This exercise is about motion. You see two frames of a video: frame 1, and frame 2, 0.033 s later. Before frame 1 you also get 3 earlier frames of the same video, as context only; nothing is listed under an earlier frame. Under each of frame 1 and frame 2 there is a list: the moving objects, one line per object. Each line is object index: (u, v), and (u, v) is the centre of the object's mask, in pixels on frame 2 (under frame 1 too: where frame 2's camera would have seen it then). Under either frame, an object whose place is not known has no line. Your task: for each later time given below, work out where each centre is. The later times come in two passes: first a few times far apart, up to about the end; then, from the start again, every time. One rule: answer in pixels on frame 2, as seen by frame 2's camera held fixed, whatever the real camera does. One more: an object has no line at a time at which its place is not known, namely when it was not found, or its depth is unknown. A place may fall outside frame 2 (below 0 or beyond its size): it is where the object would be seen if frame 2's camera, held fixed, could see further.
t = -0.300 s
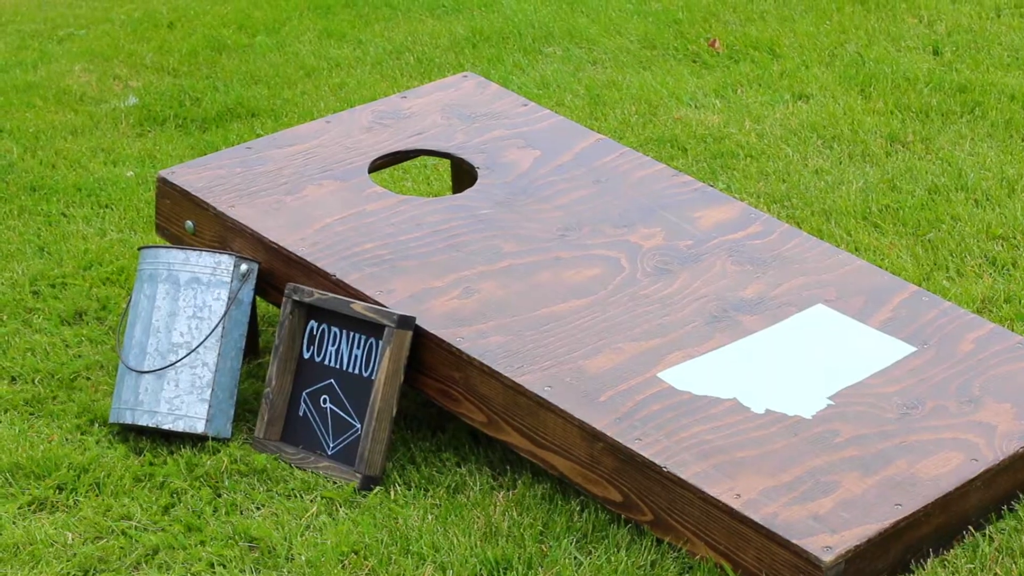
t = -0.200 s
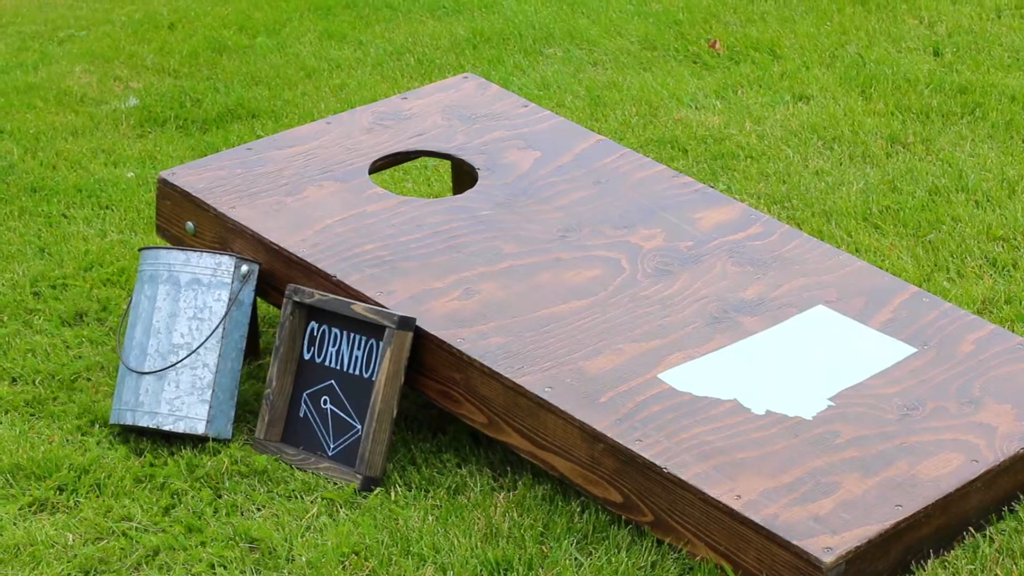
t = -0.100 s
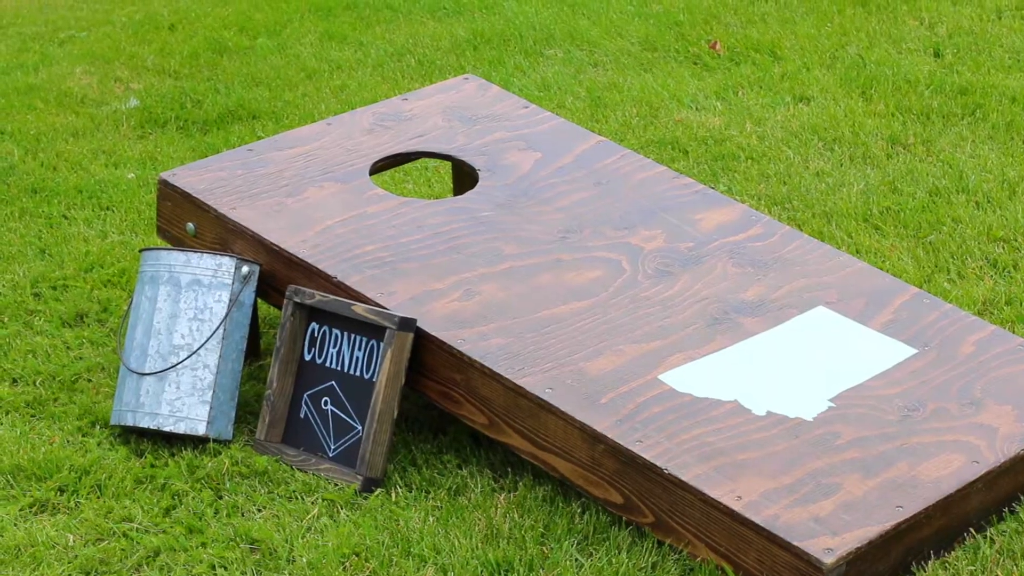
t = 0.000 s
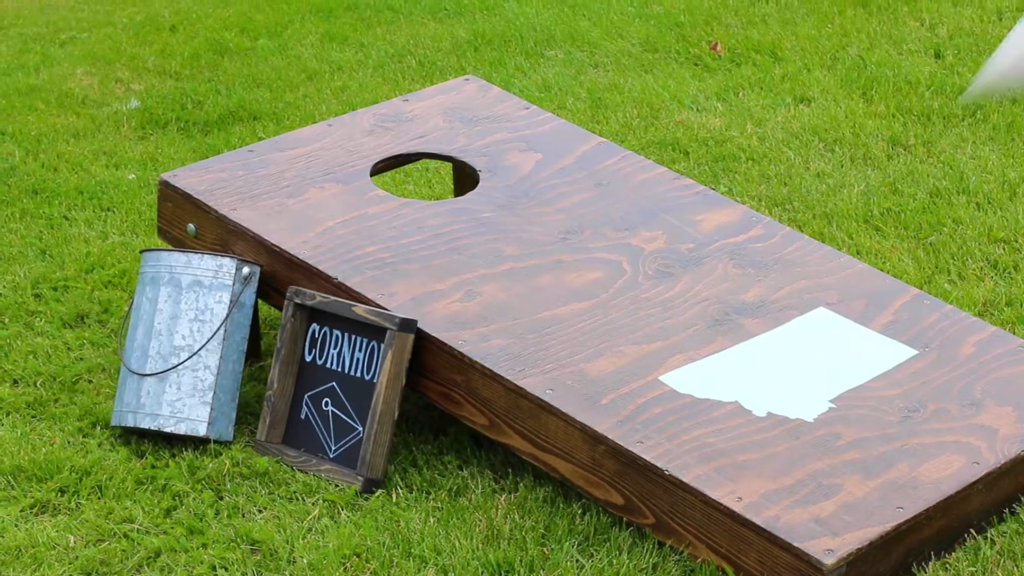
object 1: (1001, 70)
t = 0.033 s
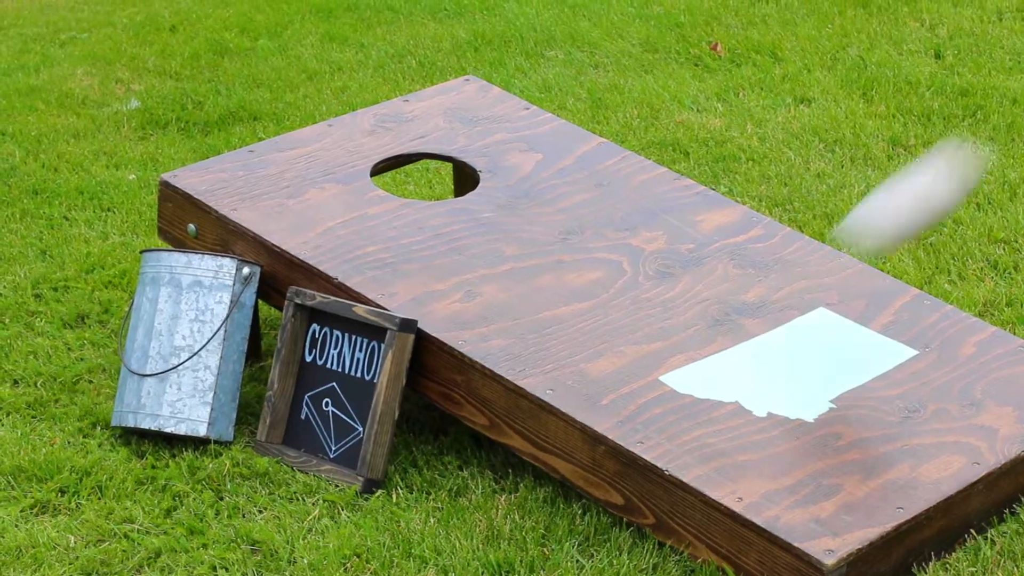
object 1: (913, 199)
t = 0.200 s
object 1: (667, 225)
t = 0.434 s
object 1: (546, 149)
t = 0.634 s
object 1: (529, 139)
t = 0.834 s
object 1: (529, 139)
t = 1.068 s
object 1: (529, 140)
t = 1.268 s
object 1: (529, 139)
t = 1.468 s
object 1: (529, 140)
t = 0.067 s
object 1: (799, 312)
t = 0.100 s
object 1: (766, 282)
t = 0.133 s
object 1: (730, 259)
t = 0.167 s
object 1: (695, 239)
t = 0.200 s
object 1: (667, 225)
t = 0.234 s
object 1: (641, 210)
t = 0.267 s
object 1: (617, 194)
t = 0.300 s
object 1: (597, 182)
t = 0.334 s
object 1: (580, 171)
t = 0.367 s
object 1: (566, 162)
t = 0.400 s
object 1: (555, 154)
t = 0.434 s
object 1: (546, 149)
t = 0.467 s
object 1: (539, 145)
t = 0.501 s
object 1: (533, 142)
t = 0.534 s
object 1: (530, 140)
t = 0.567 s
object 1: (529, 139)
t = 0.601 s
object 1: (528, 139)
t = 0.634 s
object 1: (529, 139)
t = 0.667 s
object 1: (529, 139)
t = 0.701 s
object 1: (529, 139)
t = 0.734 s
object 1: (529, 139)
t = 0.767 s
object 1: (529, 140)
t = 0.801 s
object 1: (529, 139)
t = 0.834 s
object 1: (529, 139)
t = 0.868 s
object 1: (529, 139)
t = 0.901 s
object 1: (529, 139)
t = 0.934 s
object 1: (529, 139)
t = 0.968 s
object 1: (529, 139)
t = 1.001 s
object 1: (529, 139)
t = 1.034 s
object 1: (529, 139)
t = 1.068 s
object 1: (529, 140)
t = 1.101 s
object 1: (529, 140)
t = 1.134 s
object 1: (529, 140)
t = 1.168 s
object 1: (529, 140)
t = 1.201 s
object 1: (529, 140)
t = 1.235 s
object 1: (529, 140)
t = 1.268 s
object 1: (529, 139)
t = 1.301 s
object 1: (529, 140)
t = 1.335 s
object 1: (529, 140)
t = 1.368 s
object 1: (530, 140)
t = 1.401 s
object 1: (530, 140)
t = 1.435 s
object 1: (529, 140)
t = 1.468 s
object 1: (529, 140)
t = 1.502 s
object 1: (529, 140)
